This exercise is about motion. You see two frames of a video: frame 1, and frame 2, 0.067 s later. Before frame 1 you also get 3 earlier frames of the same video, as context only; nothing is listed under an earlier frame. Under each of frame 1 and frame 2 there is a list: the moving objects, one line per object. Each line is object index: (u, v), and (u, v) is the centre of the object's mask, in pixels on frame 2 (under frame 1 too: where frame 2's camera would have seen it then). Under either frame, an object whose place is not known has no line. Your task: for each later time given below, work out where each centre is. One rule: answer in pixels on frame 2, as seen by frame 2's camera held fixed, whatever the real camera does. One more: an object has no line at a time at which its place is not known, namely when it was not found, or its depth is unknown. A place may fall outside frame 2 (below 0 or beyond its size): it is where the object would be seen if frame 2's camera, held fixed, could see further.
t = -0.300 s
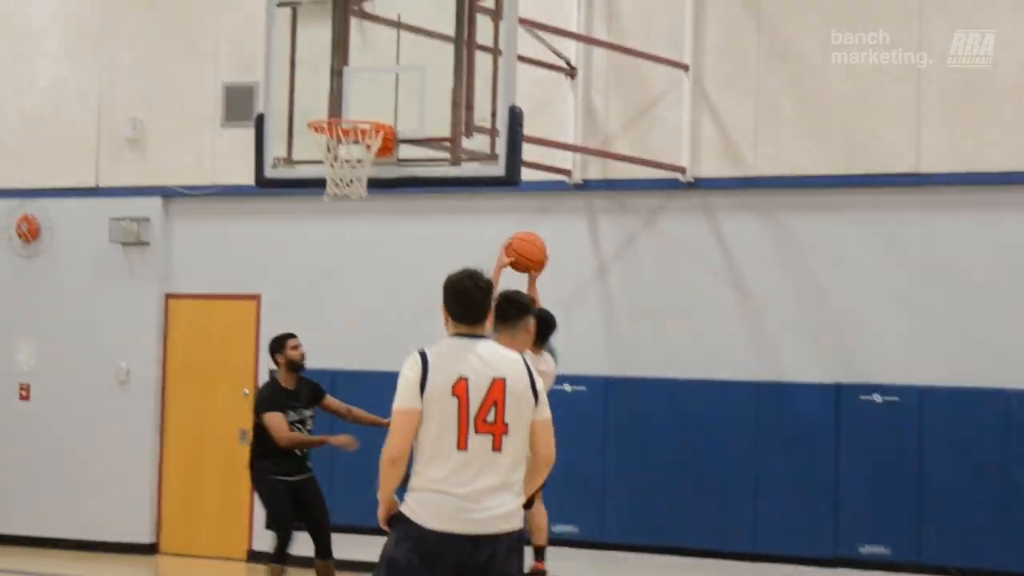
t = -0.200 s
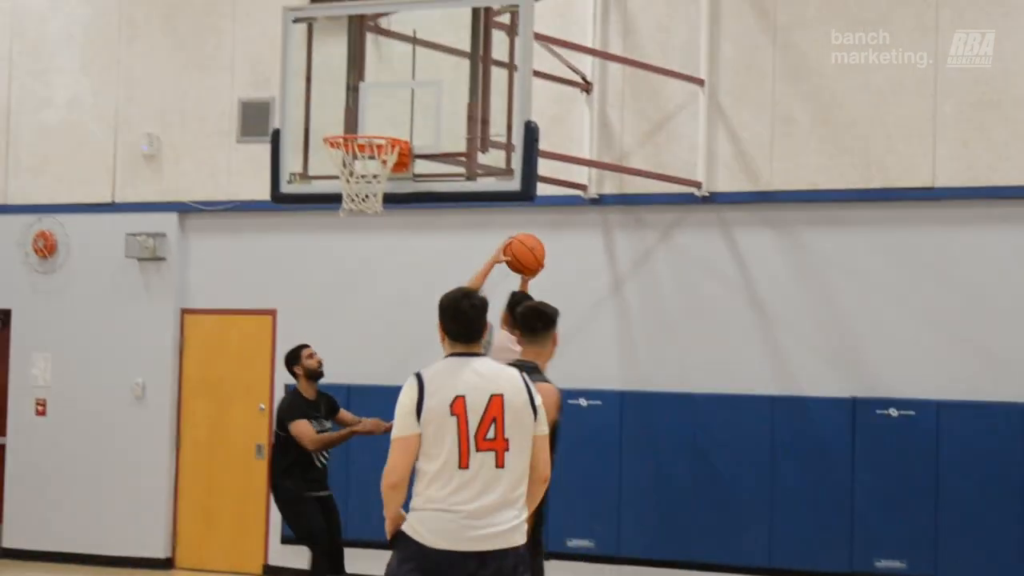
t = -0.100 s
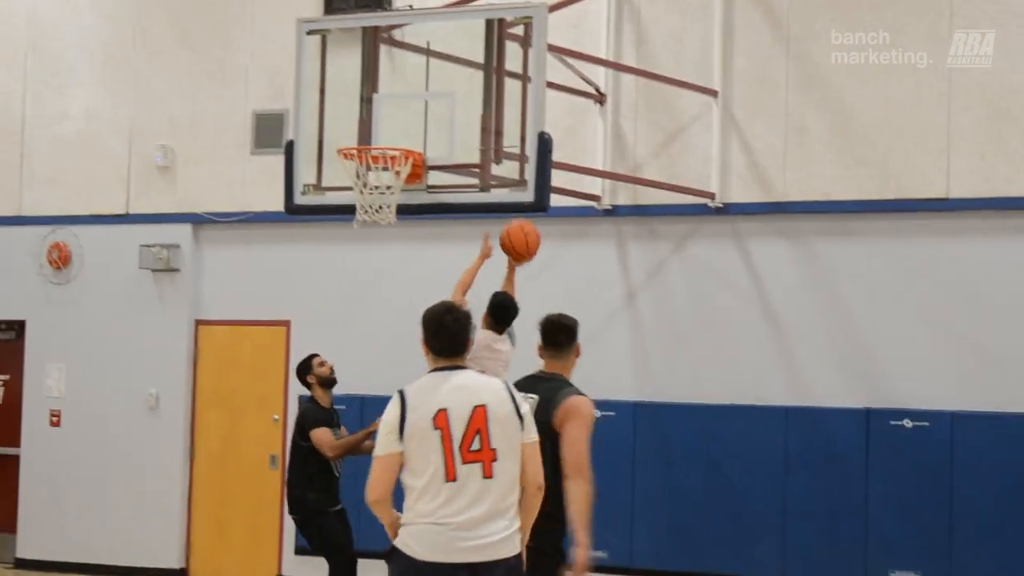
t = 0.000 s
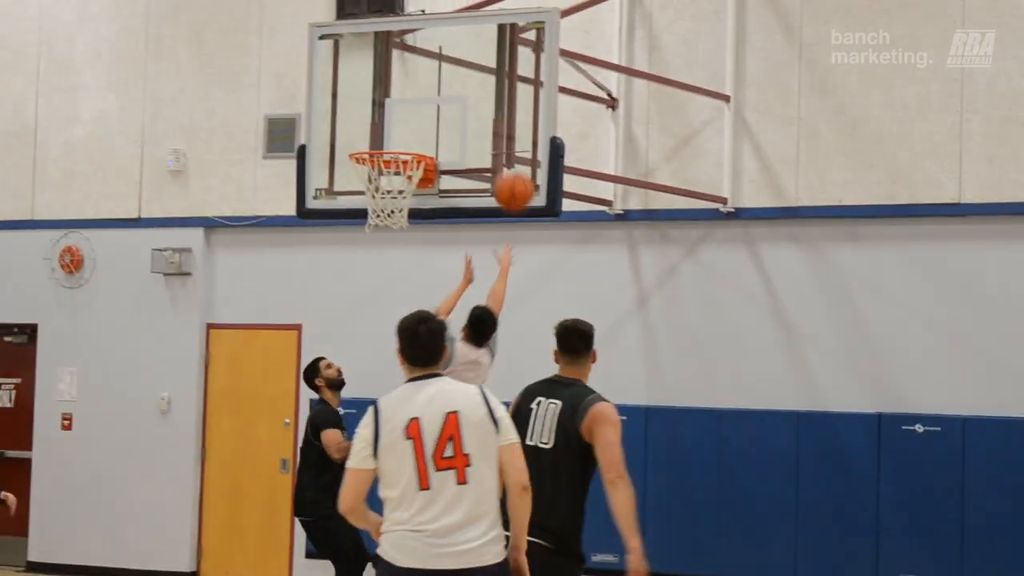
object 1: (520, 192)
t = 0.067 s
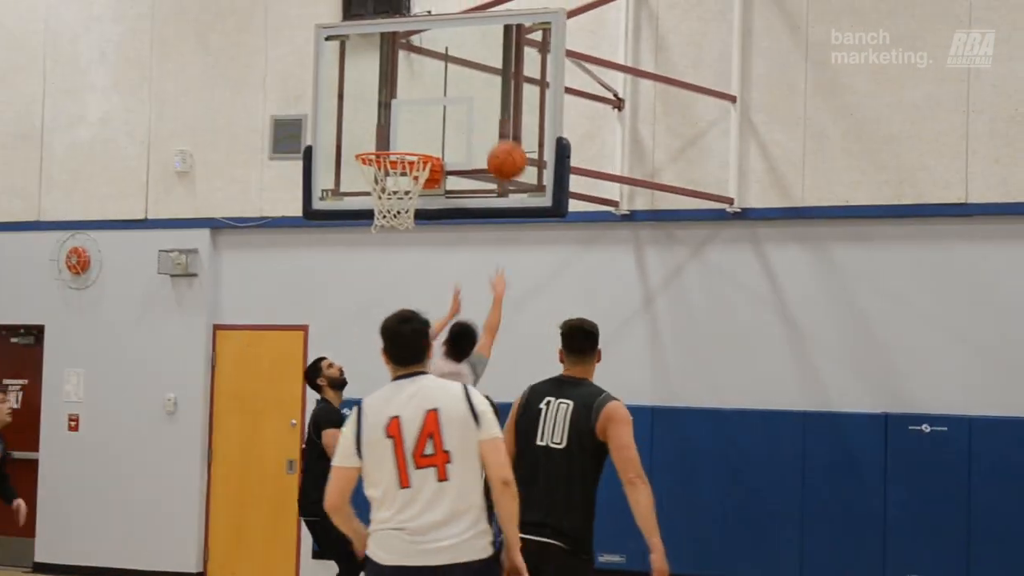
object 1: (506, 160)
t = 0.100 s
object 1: (501, 148)
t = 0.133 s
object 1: (494, 138)
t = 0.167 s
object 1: (487, 130)
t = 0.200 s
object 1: (480, 123)
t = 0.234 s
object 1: (471, 119)
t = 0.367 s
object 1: (427, 123)
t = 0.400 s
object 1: (416, 128)
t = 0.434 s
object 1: (404, 135)
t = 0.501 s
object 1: (384, 149)
